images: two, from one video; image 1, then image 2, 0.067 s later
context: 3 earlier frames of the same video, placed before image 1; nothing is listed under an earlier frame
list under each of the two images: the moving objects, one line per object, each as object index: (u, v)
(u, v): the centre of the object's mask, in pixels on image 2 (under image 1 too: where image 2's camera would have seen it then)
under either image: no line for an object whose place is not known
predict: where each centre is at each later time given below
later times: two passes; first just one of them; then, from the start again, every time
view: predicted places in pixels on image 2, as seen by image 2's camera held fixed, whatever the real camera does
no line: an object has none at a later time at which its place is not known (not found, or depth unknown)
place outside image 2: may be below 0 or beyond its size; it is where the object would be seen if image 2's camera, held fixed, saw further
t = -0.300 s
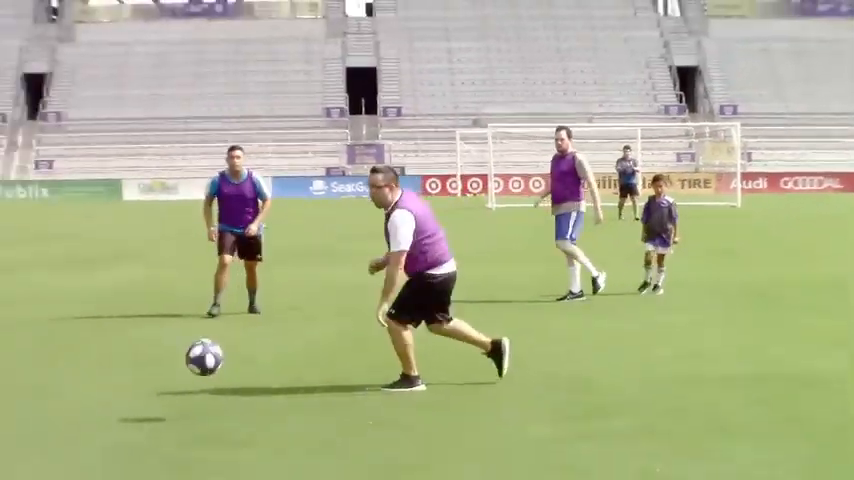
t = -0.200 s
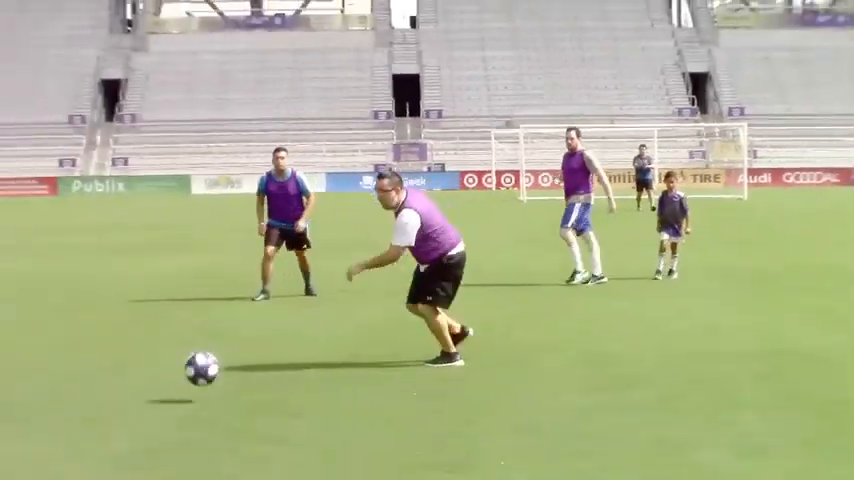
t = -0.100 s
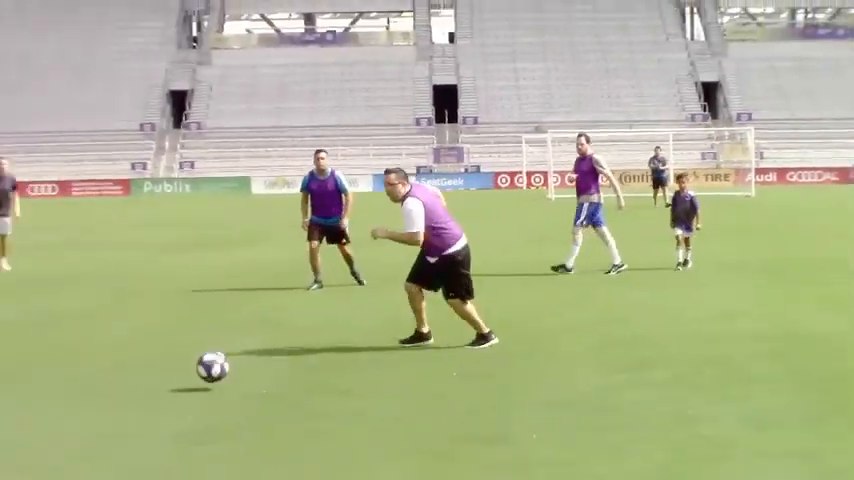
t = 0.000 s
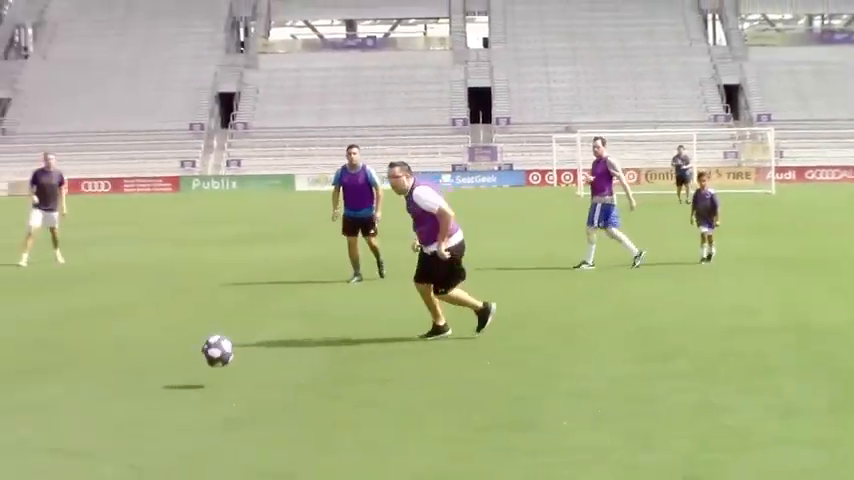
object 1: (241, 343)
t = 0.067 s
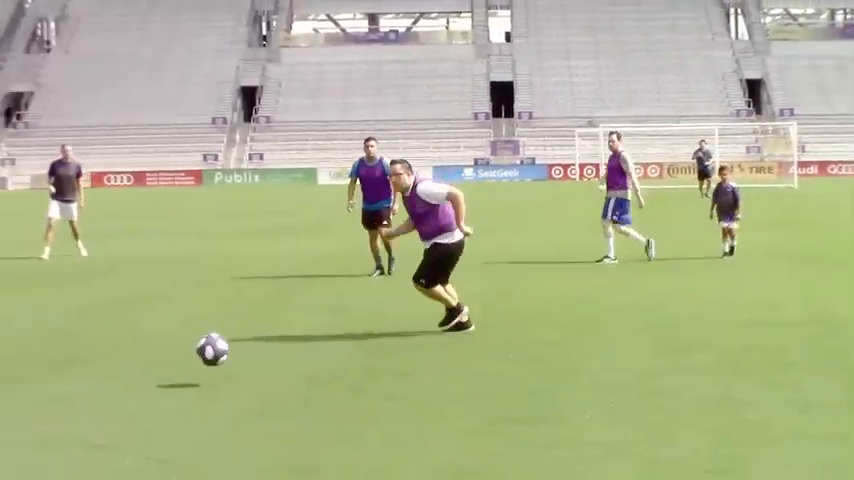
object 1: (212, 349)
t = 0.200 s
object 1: (153, 385)
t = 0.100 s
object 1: (198, 355)
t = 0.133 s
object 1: (184, 362)
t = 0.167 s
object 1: (169, 372)
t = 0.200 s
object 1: (153, 385)
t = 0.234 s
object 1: (140, 388)
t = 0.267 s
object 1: (127, 387)
